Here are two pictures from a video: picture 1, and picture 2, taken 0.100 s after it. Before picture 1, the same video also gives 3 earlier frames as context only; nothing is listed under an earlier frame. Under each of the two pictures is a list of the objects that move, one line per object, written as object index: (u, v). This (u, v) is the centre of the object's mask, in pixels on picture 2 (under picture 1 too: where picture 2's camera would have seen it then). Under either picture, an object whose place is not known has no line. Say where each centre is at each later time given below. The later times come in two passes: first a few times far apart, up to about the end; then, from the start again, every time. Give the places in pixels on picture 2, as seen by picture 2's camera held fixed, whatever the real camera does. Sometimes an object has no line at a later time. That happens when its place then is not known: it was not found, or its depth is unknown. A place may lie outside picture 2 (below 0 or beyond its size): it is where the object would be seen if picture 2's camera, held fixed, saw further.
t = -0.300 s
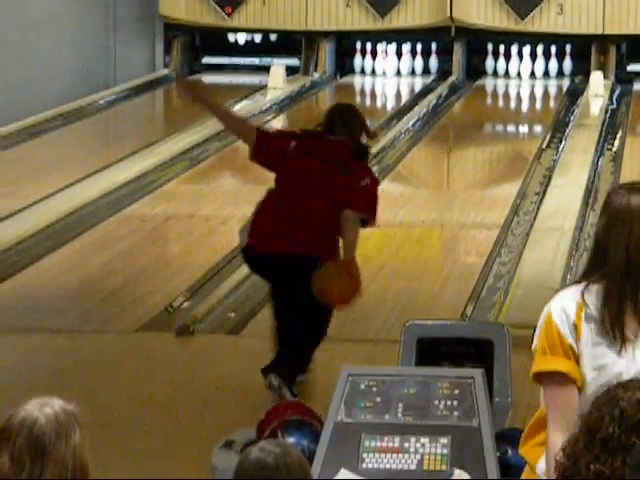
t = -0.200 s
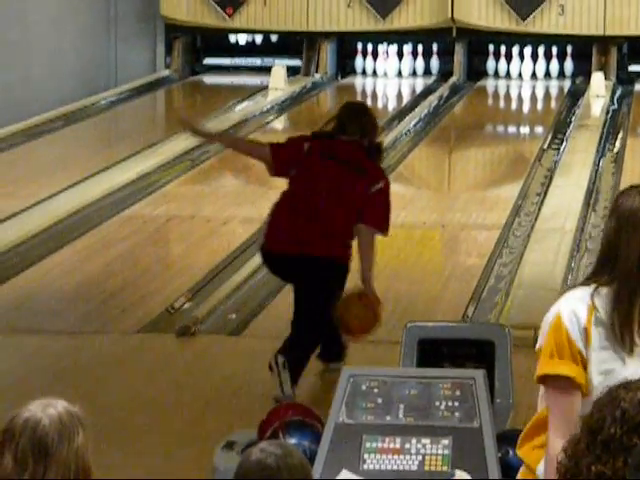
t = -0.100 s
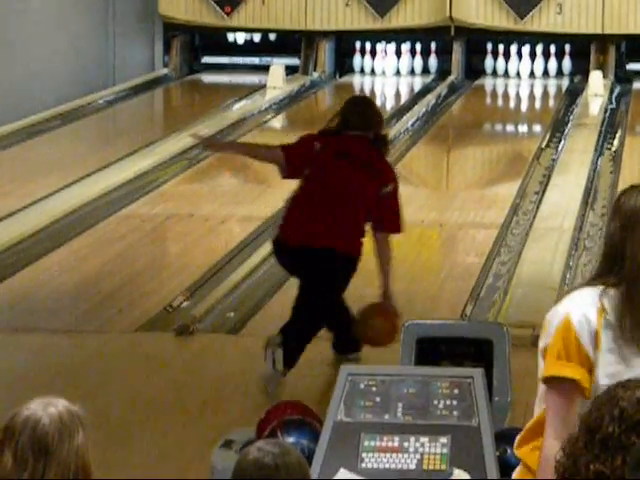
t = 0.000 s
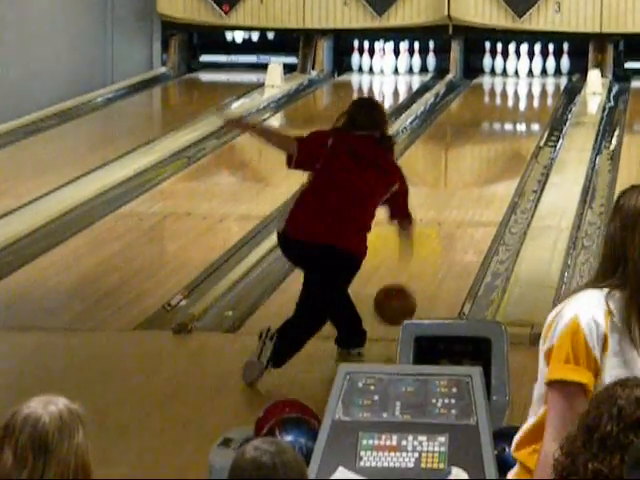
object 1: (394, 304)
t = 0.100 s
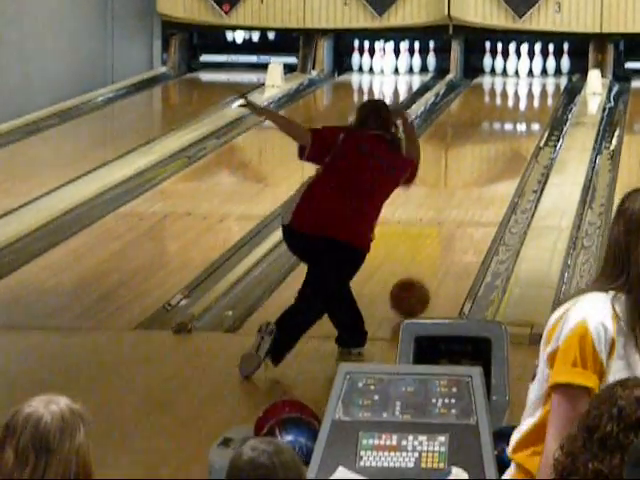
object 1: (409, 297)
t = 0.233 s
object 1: (427, 272)
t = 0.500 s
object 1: (456, 228)
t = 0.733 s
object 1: (475, 198)
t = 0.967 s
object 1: (490, 173)
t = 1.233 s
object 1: (505, 149)
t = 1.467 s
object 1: (515, 131)
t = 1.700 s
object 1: (524, 117)
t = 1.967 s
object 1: (530, 102)
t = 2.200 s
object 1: (535, 91)
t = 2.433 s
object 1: (537, 81)
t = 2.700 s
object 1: (539, 74)
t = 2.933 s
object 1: (538, 65)
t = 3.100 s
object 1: (541, 64)
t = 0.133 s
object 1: (414, 291)
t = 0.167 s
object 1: (419, 283)
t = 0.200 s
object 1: (423, 278)
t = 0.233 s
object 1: (427, 272)
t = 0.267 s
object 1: (431, 265)
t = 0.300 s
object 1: (435, 260)
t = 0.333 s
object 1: (439, 254)
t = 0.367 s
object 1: (442, 248)
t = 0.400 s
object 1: (446, 243)
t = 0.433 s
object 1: (449, 237)
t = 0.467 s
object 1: (452, 232)
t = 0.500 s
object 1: (456, 228)
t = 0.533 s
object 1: (459, 223)
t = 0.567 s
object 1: (461, 218)
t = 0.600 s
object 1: (464, 214)
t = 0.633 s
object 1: (467, 210)
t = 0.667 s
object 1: (470, 206)
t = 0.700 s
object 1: (472, 203)
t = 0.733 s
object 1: (475, 198)
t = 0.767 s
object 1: (478, 195)
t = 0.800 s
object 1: (479, 191)
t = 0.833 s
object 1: (482, 185)
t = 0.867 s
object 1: (484, 182)
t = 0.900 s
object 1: (486, 180)
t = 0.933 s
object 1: (488, 176)
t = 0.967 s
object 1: (490, 173)
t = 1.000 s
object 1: (491, 170)
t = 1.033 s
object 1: (493, 168)
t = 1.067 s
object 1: (496, 165)
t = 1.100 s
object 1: (498, 162)
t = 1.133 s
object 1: (500, 157)
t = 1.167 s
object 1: (502, 154)
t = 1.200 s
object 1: (504, 151)
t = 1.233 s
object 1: (505, 149)
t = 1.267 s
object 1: (506, 146)
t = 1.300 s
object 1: (508, 144)
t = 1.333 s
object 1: (509, 142)
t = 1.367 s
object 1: (511, 140)
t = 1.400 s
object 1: (512, 137)
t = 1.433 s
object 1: (514, 134)
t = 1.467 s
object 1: (515, 131)
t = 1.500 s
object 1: (515, 130)
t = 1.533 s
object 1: (517, 127)
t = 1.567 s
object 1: (518, 125)
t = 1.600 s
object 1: (519, 124)
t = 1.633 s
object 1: (521, 121)
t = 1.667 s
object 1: (523, 119)
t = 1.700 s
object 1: (524, 117)
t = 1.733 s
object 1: (524, 115)
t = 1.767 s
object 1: (525, 113)
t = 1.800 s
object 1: (526, 112)
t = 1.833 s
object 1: (528, 110)
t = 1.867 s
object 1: (528, 108)
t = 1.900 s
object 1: (529, 106)
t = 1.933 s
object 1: (530, 103)
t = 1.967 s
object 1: (530, 102)
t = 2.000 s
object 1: (531, 101)
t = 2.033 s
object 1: (532, 99)
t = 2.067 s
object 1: (533, 97)
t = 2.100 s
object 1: (533, 96)
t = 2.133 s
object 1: (534, 93)
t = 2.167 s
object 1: (535, 92)
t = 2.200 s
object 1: (535, 91)
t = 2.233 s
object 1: (536, 89)
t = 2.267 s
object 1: (536, 88)
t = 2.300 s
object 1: (537, 87)
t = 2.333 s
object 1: (537, 85)
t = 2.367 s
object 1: (537, 84)
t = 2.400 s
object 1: (537, 82)
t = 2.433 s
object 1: (537, 81)
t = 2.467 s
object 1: (537, 80)
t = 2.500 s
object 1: (538, 79)
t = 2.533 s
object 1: (538, 78)
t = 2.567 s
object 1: (538, 76)
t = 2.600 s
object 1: (539, 76)
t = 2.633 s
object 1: (539, 74)
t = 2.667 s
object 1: (539, 74)
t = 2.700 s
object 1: (539, 74)
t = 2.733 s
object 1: (538, 73)
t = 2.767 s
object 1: (538, 73)
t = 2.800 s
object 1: (538, 72)
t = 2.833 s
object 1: (538, 69)
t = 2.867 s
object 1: (538, 67)
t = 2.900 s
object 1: (538, 66)
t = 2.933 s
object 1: (538, 65)
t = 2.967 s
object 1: (538, 65)
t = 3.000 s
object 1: (539, 64)
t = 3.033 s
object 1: (540, 64)
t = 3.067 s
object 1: (540, 64)
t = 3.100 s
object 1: (541, 64)
